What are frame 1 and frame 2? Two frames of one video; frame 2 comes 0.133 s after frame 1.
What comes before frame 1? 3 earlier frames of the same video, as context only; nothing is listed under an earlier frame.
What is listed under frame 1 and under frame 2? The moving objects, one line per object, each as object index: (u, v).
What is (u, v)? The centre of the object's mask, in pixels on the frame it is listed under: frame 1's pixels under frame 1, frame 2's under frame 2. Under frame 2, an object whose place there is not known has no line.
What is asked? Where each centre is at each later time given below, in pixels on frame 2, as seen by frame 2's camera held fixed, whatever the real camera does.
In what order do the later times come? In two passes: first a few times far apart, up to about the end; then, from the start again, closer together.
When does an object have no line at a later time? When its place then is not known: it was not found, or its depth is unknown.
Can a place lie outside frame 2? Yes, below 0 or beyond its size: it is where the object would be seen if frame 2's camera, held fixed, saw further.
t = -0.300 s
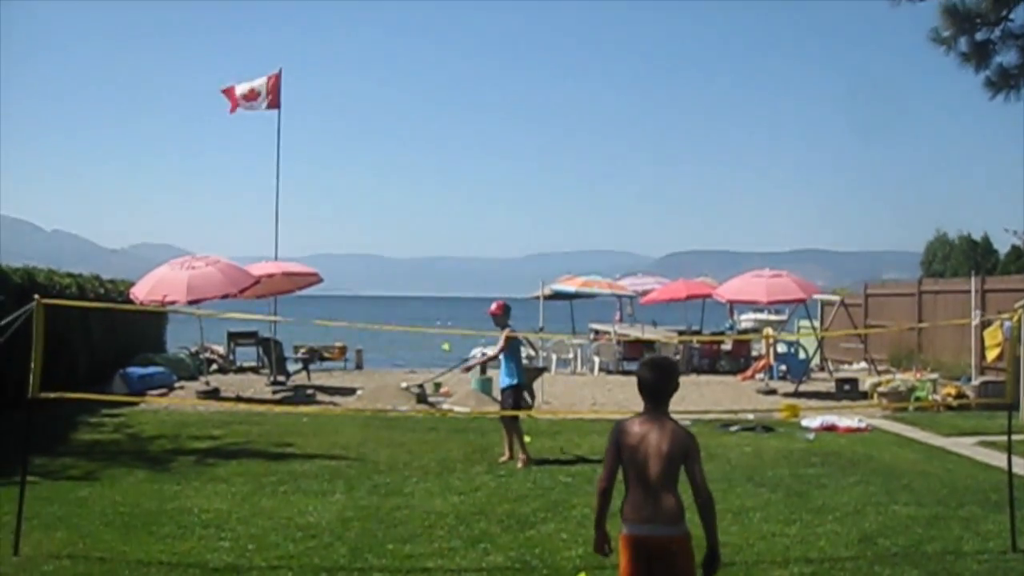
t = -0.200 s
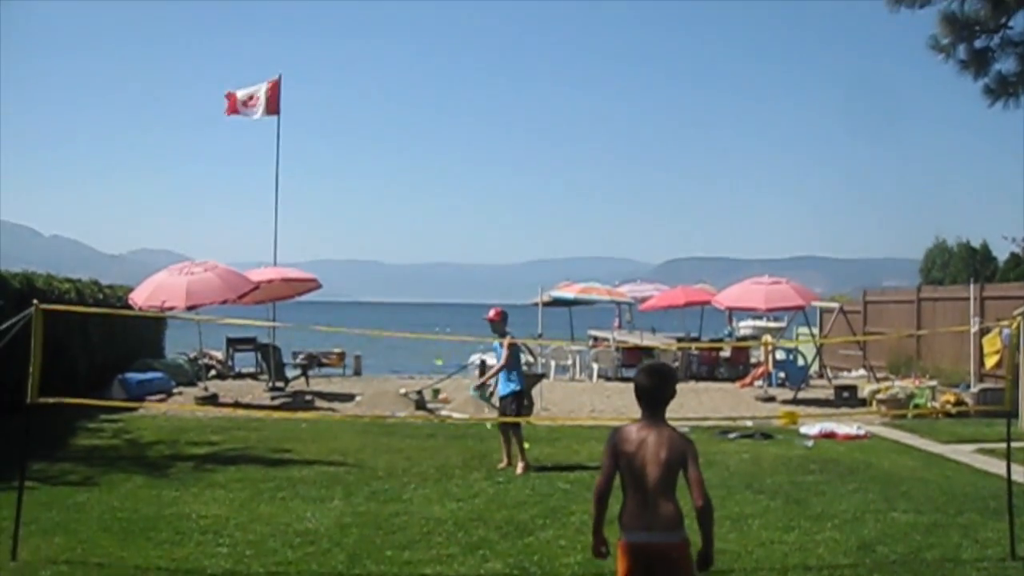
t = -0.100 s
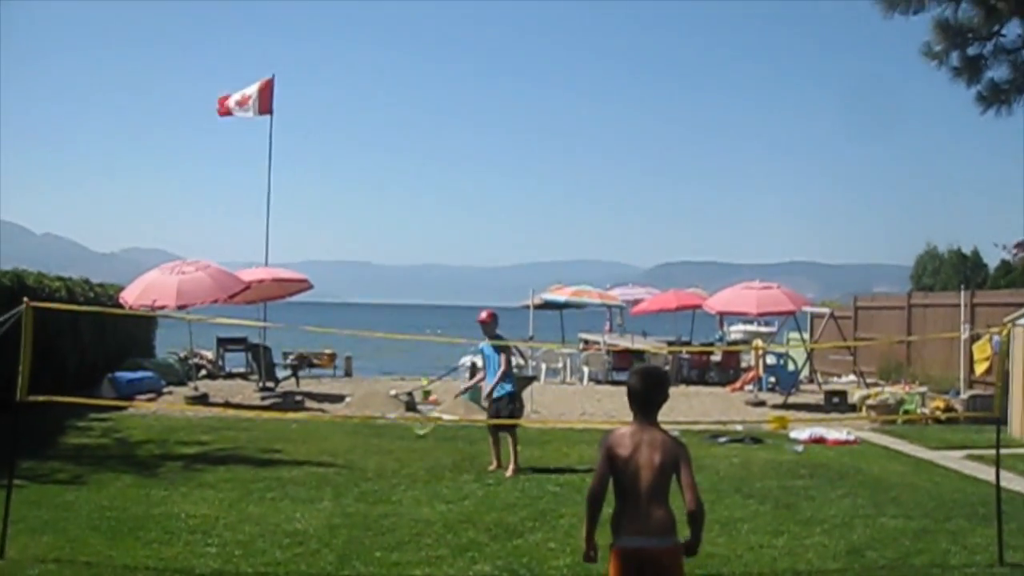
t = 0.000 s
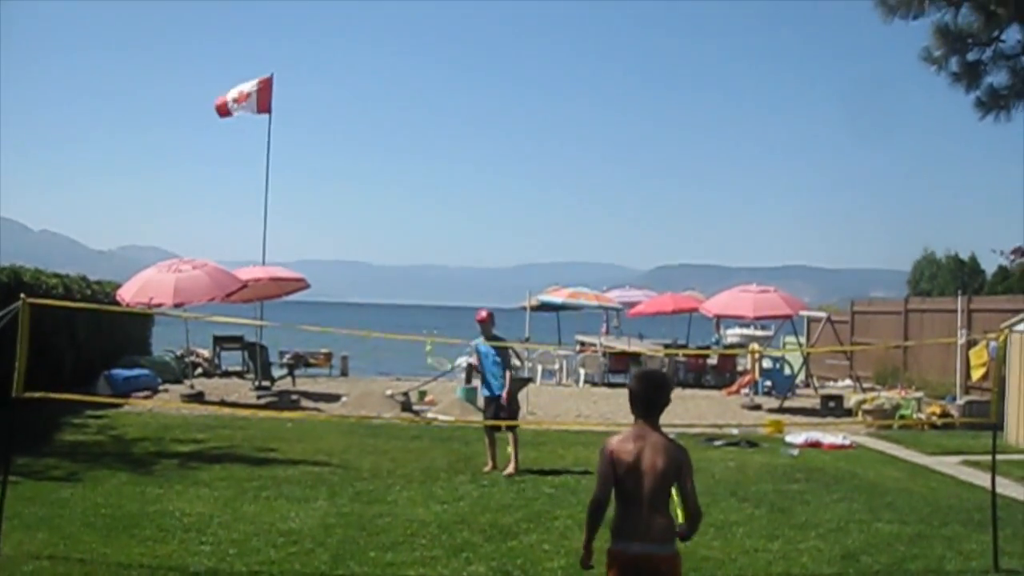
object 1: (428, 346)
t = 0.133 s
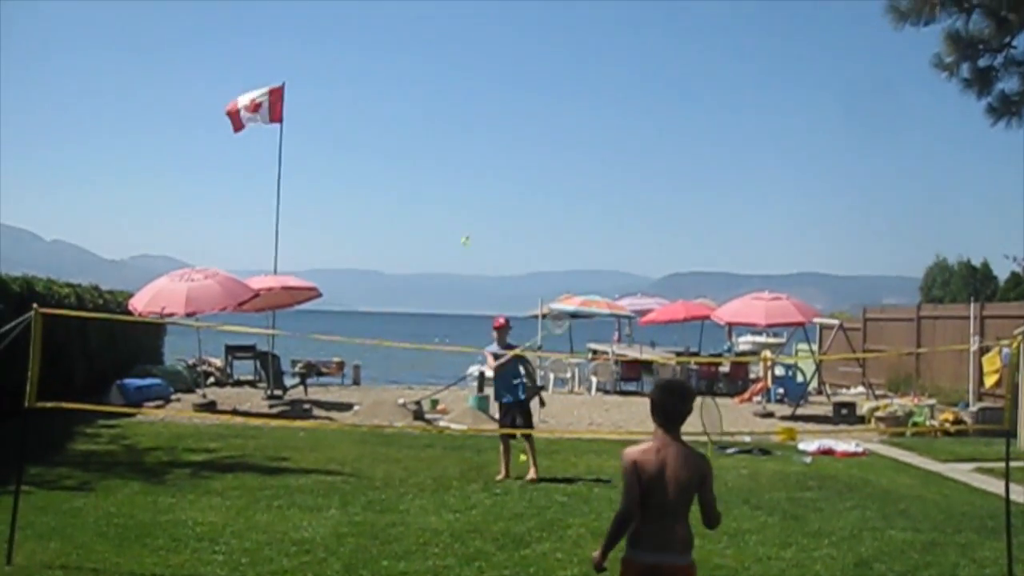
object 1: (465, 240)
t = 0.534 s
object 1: (529, 41)
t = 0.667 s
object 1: (544, 30)
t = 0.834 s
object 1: (567, 68)
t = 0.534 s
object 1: (529, 41)
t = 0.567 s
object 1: (533, 35)
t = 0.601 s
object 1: (537, 31)
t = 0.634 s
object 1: (541, 29)
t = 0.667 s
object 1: (544, 30)
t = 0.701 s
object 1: (547, 31)
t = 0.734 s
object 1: (552, 36)
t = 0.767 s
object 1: (558, 44)
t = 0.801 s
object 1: (563, 54)
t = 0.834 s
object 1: (567, 68)
